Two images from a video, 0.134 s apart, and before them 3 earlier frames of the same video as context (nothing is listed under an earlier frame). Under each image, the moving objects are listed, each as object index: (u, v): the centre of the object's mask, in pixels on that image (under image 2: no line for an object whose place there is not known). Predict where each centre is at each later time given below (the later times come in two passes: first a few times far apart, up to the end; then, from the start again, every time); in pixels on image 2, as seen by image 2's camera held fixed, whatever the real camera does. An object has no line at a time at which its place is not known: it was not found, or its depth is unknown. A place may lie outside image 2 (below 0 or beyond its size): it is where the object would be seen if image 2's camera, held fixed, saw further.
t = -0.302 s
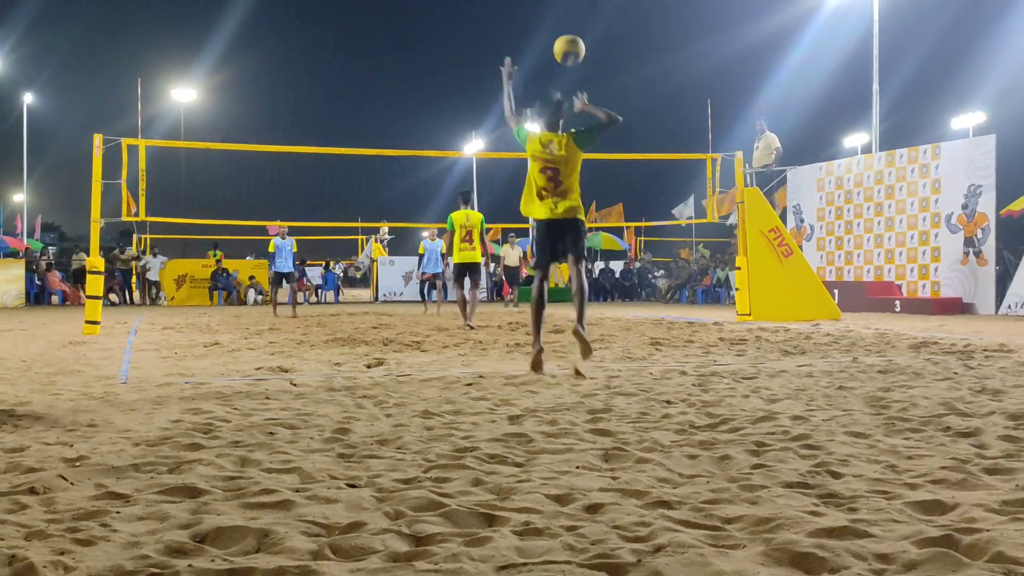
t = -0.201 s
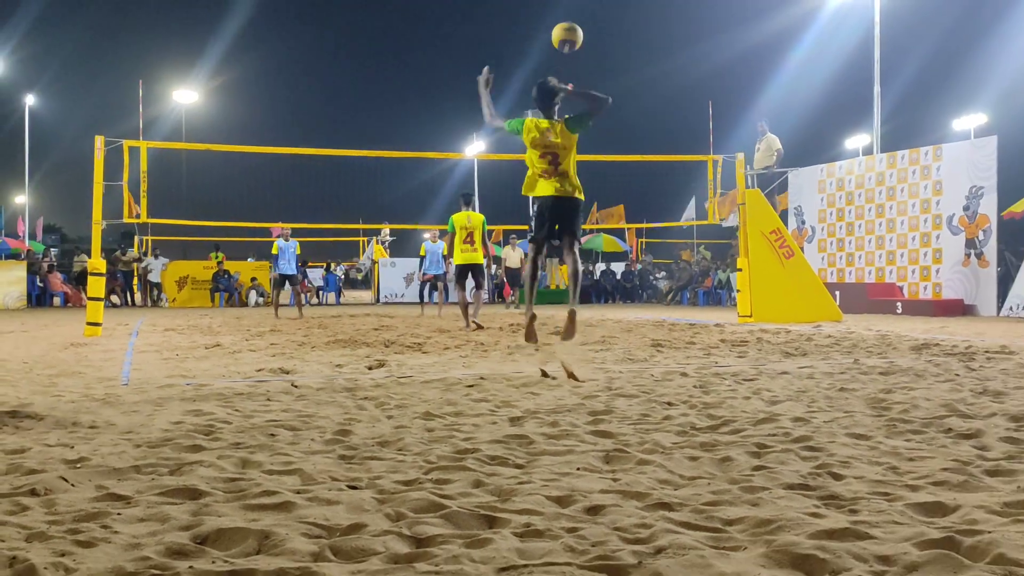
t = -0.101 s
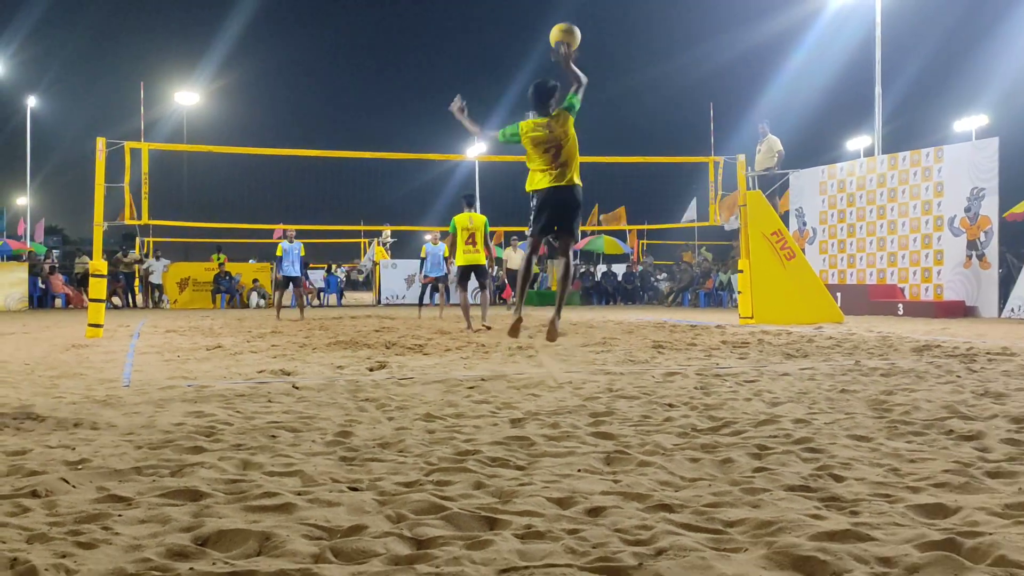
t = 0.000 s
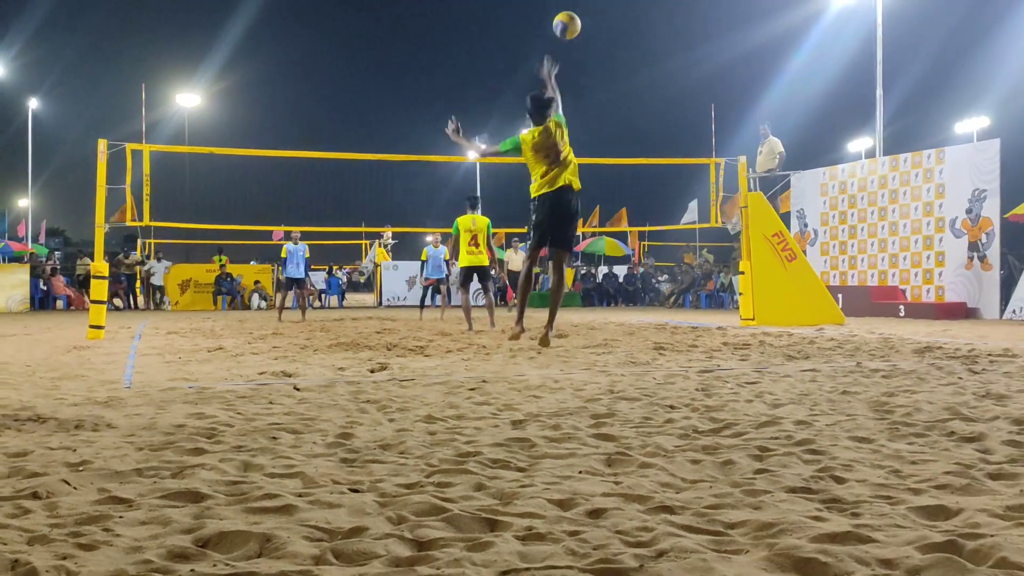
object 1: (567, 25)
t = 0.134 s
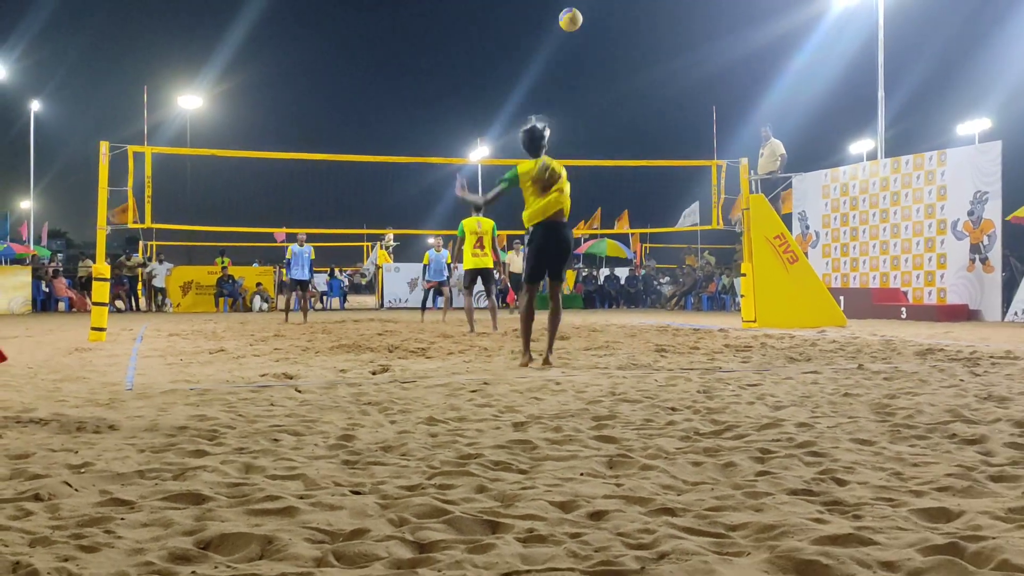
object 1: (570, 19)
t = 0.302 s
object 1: (571, 35)
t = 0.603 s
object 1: (571, 103)
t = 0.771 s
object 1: (574, 154)
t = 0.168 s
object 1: (570, 21)
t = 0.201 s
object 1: (571, 23)
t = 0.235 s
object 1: (571, 26)
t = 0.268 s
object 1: (571, 30)
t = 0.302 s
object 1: (571, 35)
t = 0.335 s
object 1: (571, 40)
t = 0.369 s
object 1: (571, 46)
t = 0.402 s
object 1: (570, 53)
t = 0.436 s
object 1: (570, 60)
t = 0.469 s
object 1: (570, 68)
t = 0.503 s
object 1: (570, 76)
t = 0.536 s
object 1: (571, 84)
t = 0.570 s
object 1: (571, 93)
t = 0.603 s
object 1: (571, 103)
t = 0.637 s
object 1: (572, 113)
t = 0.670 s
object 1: (572, 123)
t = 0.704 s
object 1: (573, 133)
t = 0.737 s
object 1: (573, 144)
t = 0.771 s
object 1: (574, 154)
